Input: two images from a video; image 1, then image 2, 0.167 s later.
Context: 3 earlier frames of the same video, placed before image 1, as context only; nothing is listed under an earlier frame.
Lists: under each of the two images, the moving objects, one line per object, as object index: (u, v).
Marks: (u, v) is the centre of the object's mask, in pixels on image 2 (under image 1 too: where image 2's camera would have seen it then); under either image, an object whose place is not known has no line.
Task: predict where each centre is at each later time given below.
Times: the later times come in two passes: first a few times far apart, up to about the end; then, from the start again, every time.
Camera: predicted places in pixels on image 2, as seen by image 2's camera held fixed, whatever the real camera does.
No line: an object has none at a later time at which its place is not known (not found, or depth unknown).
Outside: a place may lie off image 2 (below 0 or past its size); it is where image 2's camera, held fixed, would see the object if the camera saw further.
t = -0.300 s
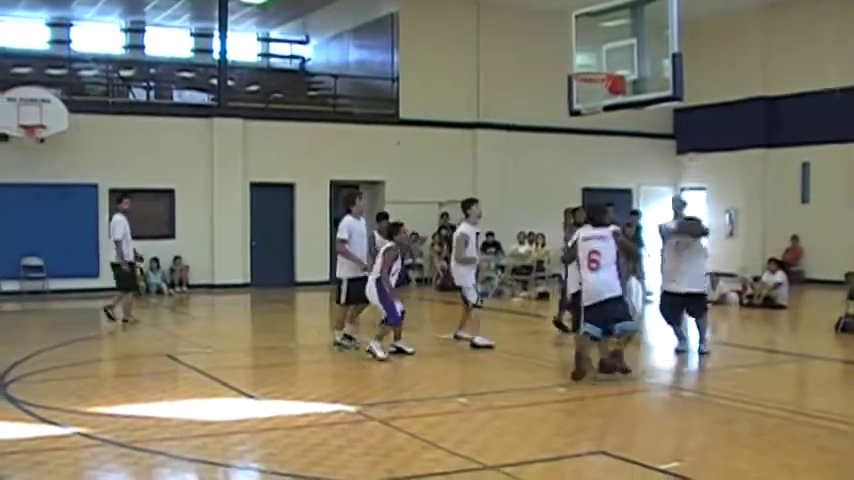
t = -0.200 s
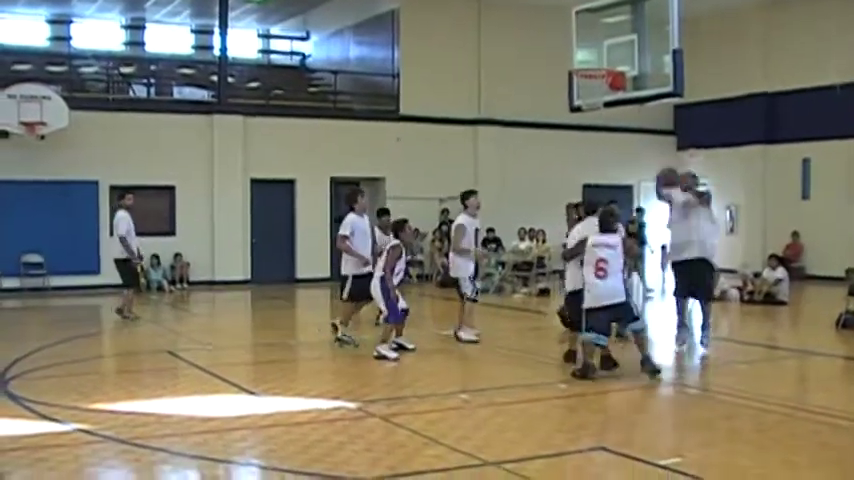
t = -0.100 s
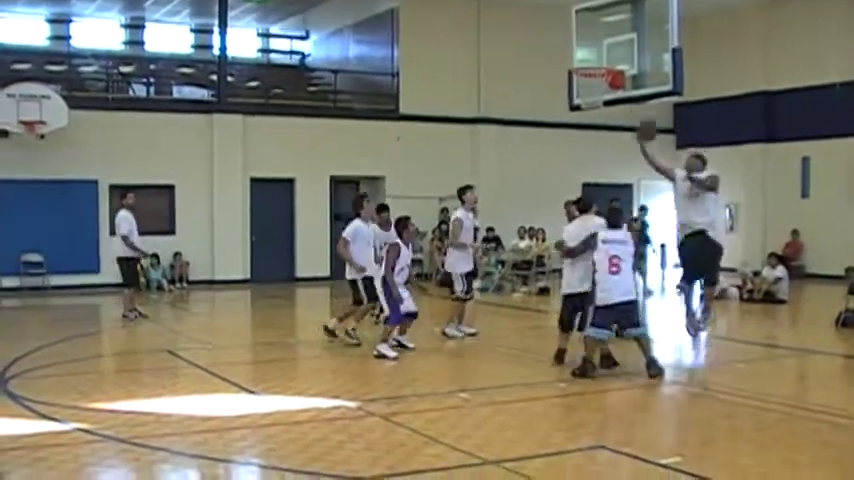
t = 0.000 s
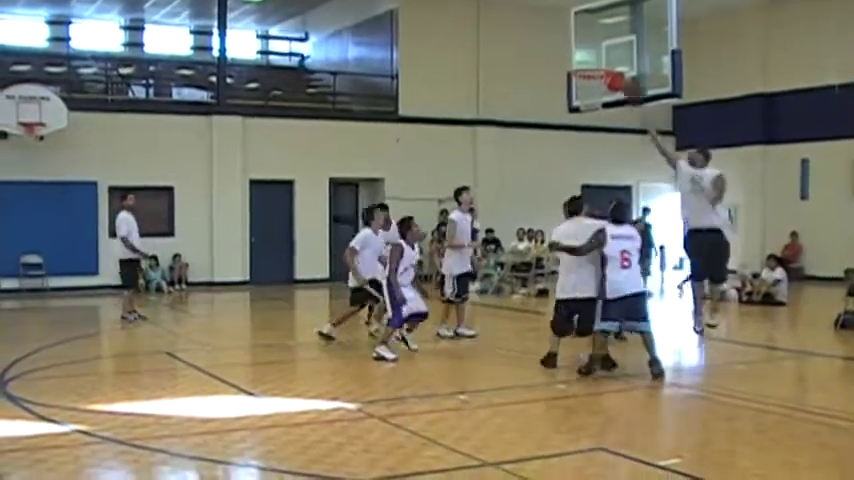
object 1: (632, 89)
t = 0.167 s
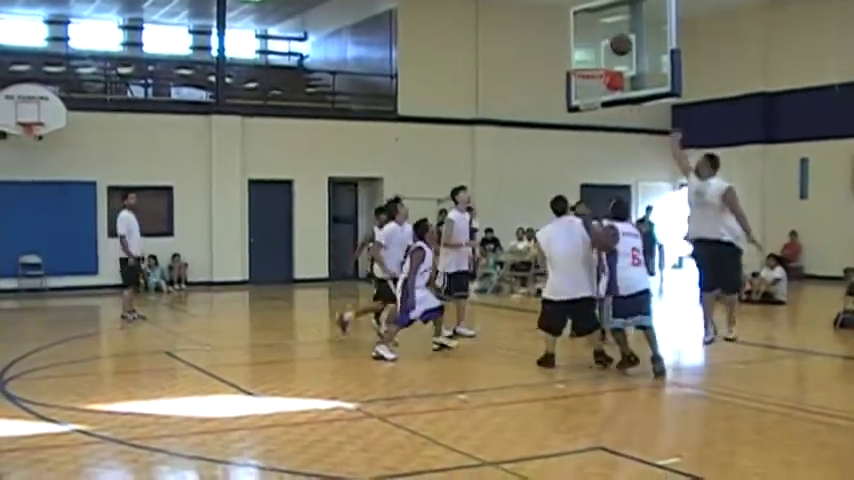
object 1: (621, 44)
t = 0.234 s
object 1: (615, 34)
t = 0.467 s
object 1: (599, 30)
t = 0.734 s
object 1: (582, 56)
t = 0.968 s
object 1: (575, 42)
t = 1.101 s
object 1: (570, 56)
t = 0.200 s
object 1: (618, 39)
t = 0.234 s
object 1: (615, 34)
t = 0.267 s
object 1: (613, 30)
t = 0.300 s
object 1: (610, 28)
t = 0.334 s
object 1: (608, 27)
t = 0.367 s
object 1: (606, 26)
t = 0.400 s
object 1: (603, 26)
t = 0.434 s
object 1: (601, 27)
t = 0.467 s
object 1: (599, 30)
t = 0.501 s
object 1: (597, 32)
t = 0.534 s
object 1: (594, 36)
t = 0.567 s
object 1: (592, 42)
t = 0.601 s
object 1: (590, 47)
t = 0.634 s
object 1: (587, 54)
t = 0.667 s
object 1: (586, 61)
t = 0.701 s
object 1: (584, 61)
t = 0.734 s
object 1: (582, 56)
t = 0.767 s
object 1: (581, 51)
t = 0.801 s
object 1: (580, 47)
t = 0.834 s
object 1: (579, 44)
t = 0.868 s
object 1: (578, 42)
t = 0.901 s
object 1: (577, 41)
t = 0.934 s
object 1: (576, 41)
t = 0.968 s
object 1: (575, 42)
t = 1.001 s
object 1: (574, 44)
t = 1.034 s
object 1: (572, 47)
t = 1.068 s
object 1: (571, 51)
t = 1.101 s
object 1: (570, 56)
